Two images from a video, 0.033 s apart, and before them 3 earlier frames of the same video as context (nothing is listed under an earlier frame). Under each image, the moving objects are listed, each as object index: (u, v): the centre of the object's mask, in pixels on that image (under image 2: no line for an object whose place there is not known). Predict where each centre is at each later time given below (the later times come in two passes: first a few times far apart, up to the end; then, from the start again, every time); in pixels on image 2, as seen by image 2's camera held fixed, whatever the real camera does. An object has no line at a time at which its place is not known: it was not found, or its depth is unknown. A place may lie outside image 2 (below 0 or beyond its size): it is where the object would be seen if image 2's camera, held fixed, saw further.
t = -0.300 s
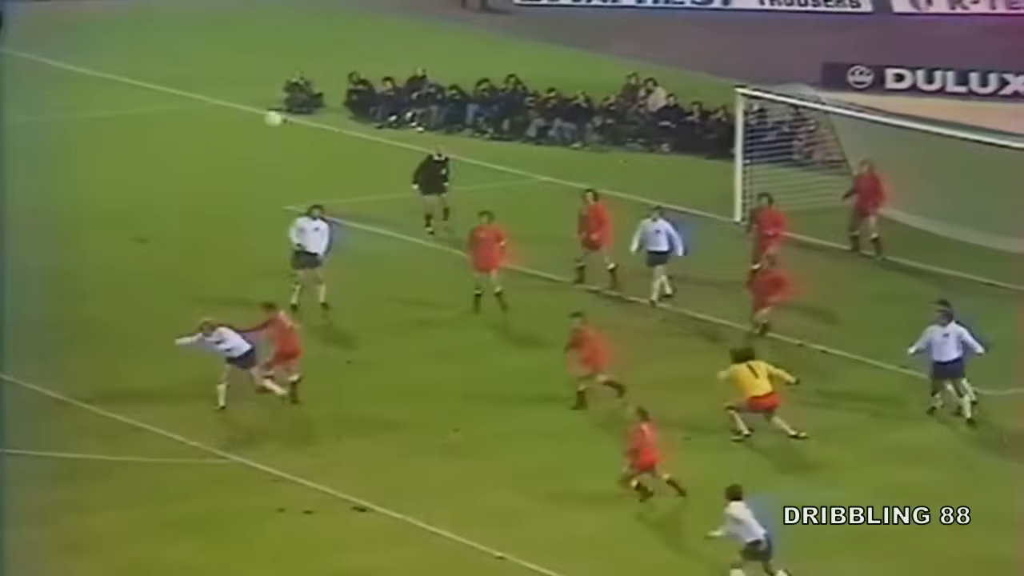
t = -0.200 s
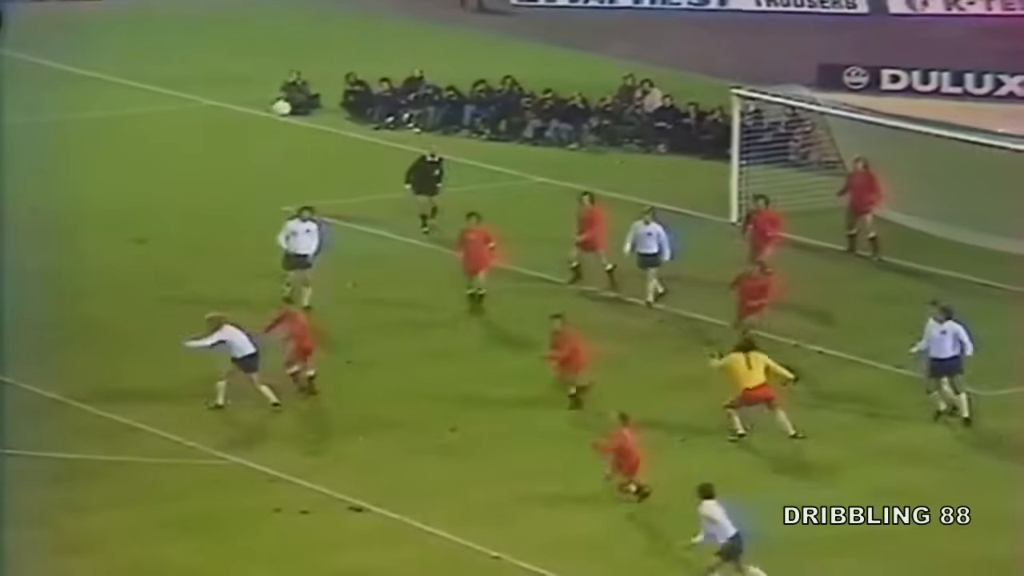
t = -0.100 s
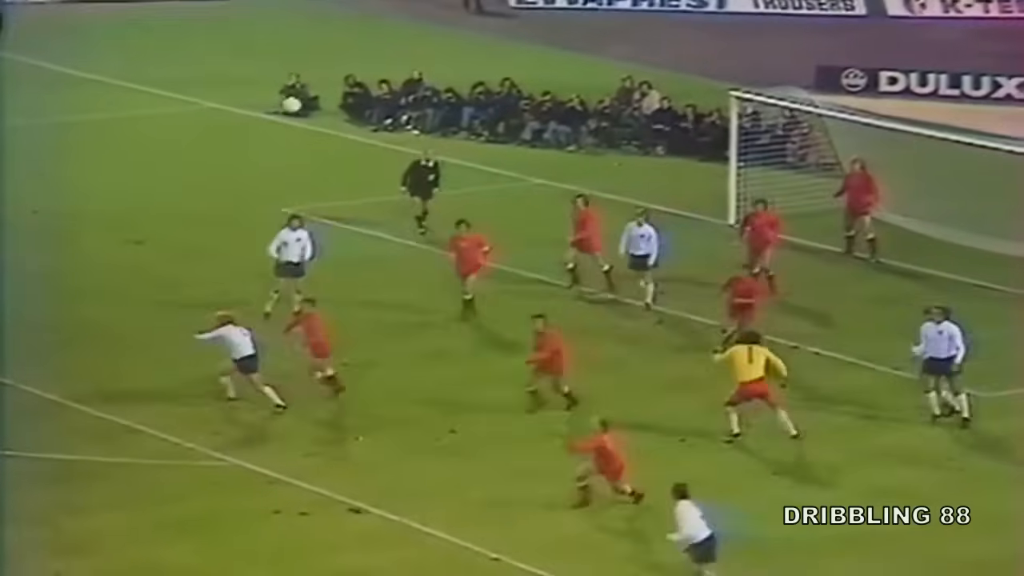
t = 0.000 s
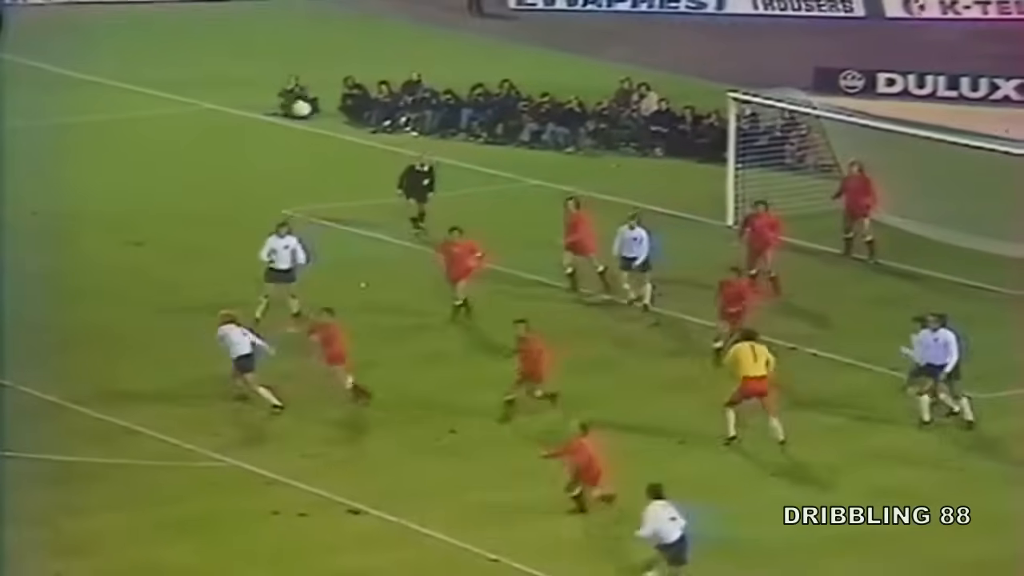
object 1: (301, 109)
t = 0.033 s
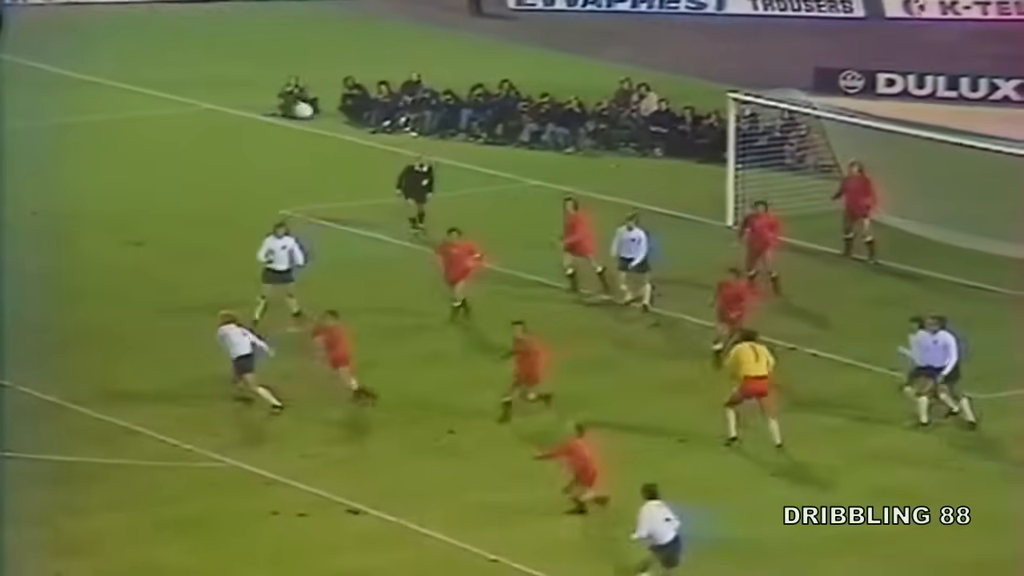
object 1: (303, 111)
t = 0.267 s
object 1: (332, 151)
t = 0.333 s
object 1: (339, 168)
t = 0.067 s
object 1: (308, 114)
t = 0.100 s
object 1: (312, 119)
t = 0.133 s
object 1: (314, 121)
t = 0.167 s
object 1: (318, 127)
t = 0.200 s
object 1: (321, 132)
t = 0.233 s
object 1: (326, 140)
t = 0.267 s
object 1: (332, 151)
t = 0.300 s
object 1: (337, 162)
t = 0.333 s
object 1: (339, 168)
